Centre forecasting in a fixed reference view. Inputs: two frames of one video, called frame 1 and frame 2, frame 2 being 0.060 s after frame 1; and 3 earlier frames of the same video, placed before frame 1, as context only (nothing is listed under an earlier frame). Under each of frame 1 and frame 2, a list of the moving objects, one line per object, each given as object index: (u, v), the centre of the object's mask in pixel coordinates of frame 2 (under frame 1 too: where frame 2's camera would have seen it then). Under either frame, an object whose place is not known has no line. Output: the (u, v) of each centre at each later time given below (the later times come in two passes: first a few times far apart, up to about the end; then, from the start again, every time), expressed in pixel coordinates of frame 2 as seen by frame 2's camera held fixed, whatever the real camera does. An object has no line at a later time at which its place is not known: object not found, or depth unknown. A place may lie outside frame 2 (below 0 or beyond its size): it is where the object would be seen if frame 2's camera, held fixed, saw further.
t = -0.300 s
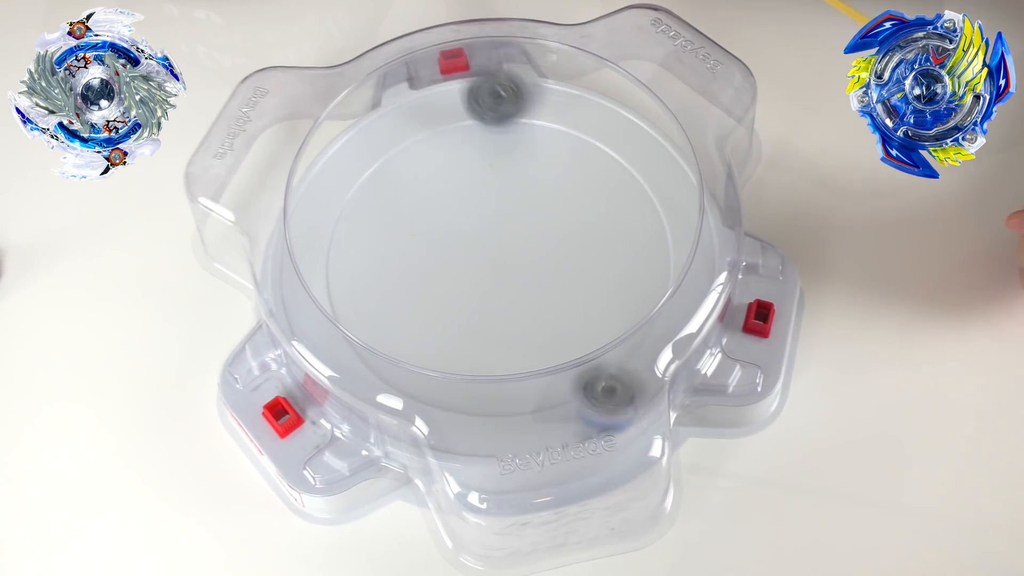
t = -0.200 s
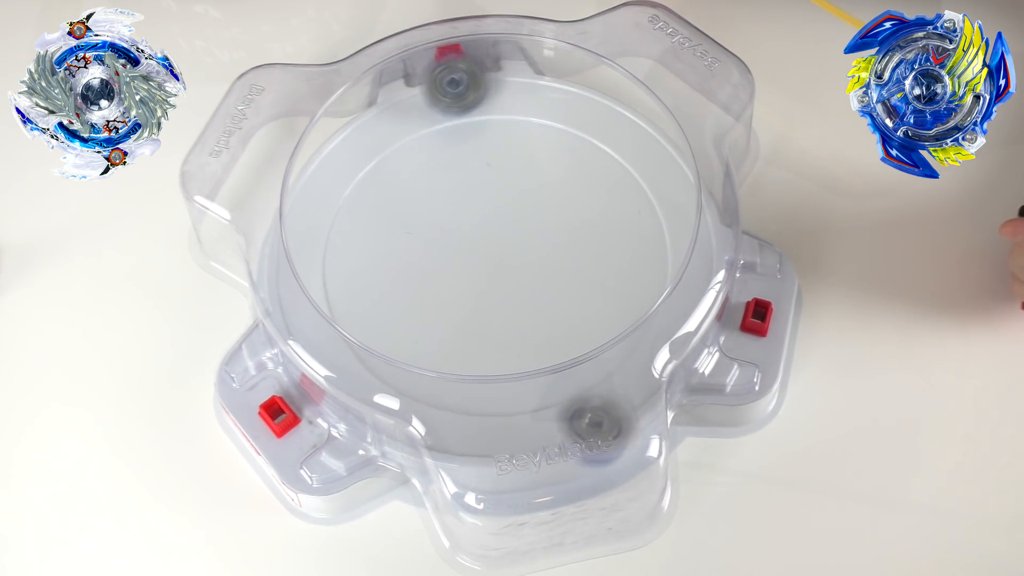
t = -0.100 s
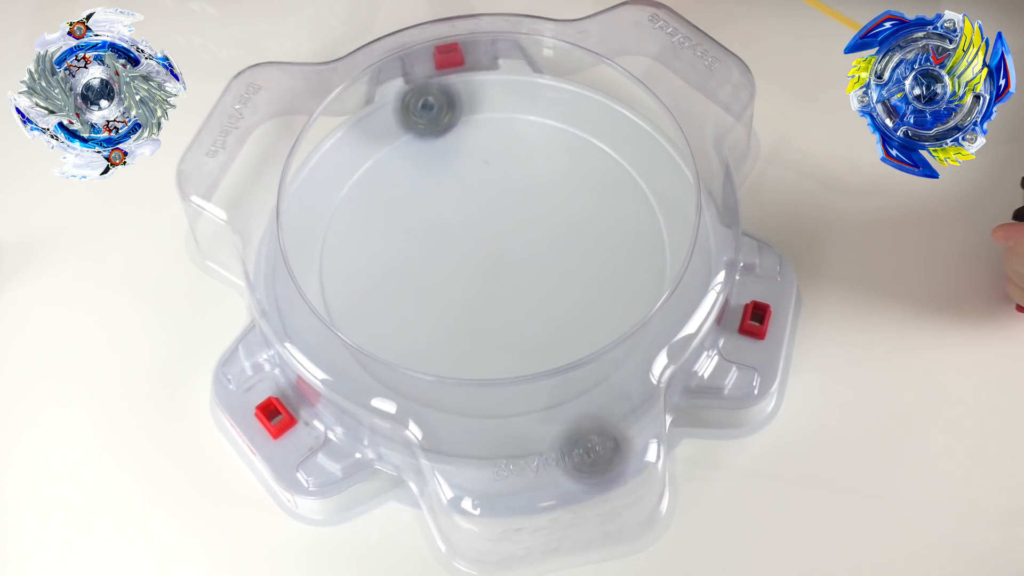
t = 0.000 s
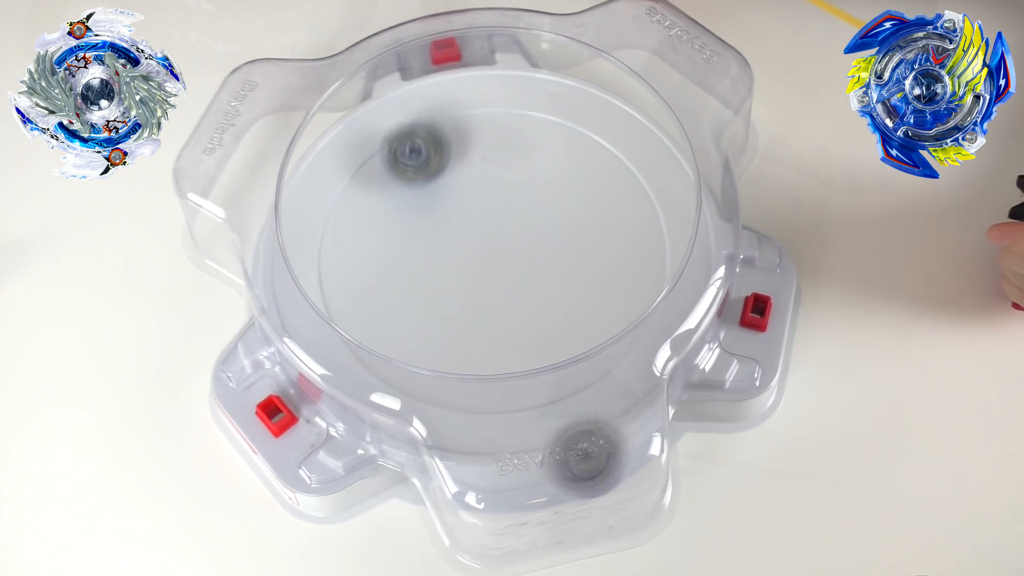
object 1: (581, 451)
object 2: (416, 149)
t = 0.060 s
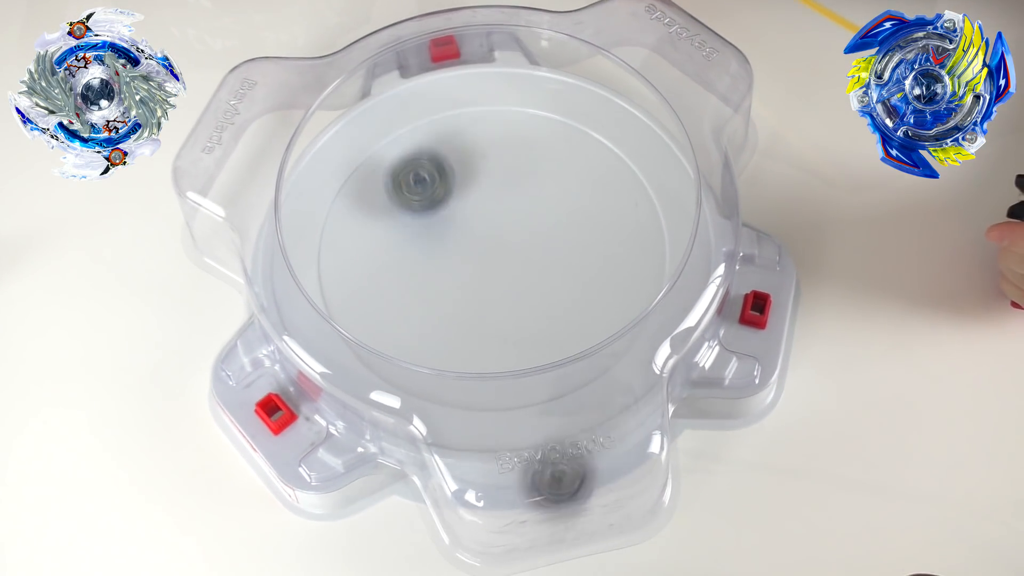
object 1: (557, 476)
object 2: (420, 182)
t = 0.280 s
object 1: (481, 519)
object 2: (494, 268)
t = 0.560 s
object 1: (492, 517)
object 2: (592, 272)
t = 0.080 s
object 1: (552, 489)
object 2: (424, 193)
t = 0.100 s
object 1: (543, 492)
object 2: (429, 201)
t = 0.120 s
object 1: (530, 500)
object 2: (433, 211)
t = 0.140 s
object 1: (515, 526)
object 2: (440, 219)
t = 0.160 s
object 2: (444, 228)
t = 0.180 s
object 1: (476, 523)
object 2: (452, 236)
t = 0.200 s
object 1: (475, 524)
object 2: (460, 243)
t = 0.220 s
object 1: (475, 515)
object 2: (469, 250)
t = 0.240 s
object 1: (474, 511)
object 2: (478, 257)
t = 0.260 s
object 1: (476, 513)
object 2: (486, 262)
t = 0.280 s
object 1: (481, 519)
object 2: (494, 268)
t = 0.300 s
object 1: (484, 517)
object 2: (502, 271)
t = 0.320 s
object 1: (493, 521)
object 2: (511, 274)
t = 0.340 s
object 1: (496, 514)
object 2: (518, 277)
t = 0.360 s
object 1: (489, 510)
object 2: (526, 279)
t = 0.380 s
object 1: (484, 507)
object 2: (534, 281)
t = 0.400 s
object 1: (486, 502)
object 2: (542, 281)
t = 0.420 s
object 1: (487, 519)
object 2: (550, 282)
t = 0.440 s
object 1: (486, 524)
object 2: (556, 283)
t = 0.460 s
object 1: (487, 527)
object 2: (563, 281)
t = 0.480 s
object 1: (484, 528)
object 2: (570, 281)
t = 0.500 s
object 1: (487, 524)
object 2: (577, 278)
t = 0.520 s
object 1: (488, 525)
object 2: (582, 277)
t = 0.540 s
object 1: (487, 522)
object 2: (588, 274)
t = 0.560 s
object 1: (492, 517)
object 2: (592, 272)
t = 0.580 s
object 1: (496, 518)
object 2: (595, 269)
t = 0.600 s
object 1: (503, 529)
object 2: (597, 265)
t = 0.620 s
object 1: (509, 536)
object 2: (599, 262)
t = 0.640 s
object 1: (512, 542)
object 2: (599, 259)
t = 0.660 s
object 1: (515, 550)
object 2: (598, 257)
